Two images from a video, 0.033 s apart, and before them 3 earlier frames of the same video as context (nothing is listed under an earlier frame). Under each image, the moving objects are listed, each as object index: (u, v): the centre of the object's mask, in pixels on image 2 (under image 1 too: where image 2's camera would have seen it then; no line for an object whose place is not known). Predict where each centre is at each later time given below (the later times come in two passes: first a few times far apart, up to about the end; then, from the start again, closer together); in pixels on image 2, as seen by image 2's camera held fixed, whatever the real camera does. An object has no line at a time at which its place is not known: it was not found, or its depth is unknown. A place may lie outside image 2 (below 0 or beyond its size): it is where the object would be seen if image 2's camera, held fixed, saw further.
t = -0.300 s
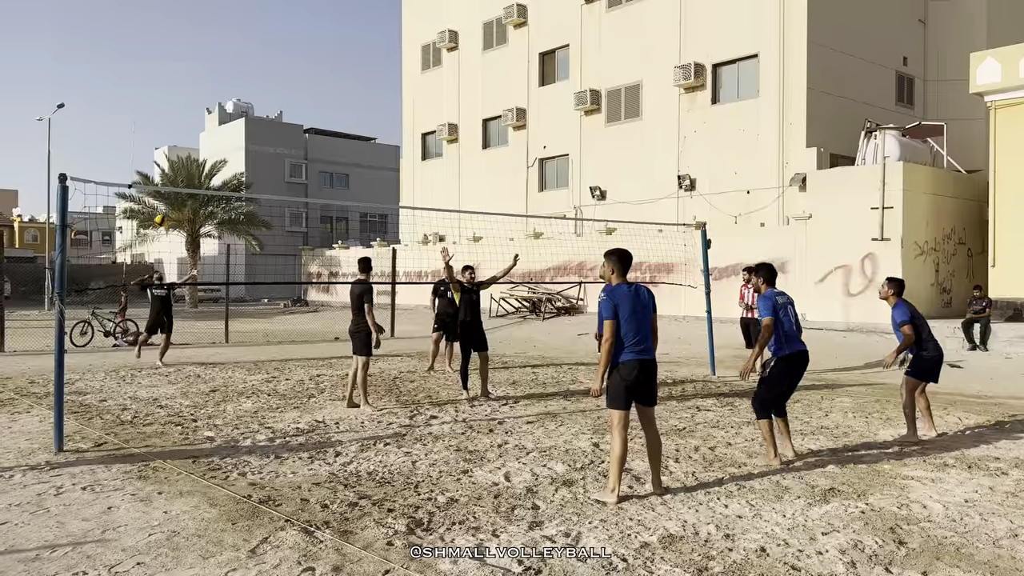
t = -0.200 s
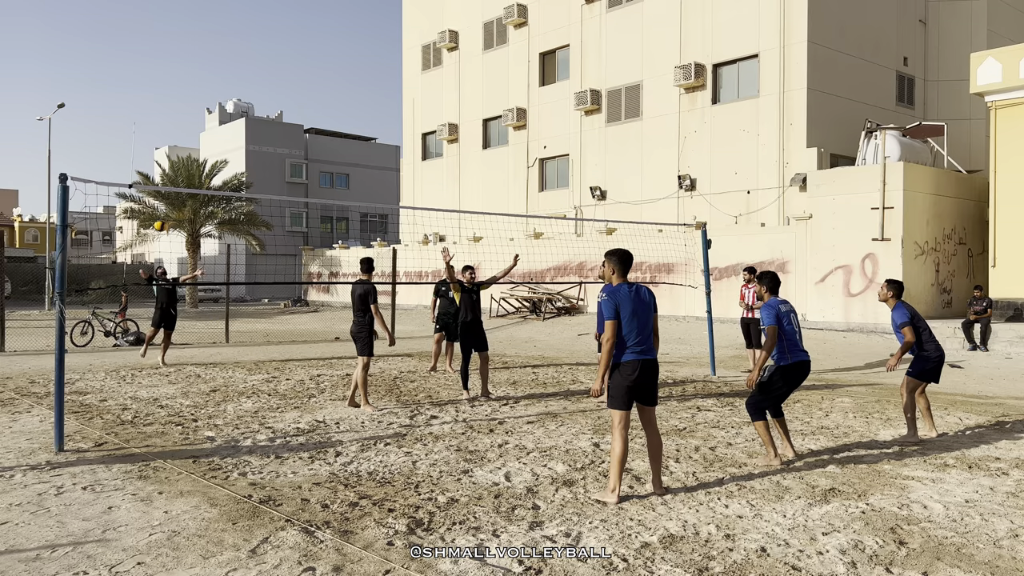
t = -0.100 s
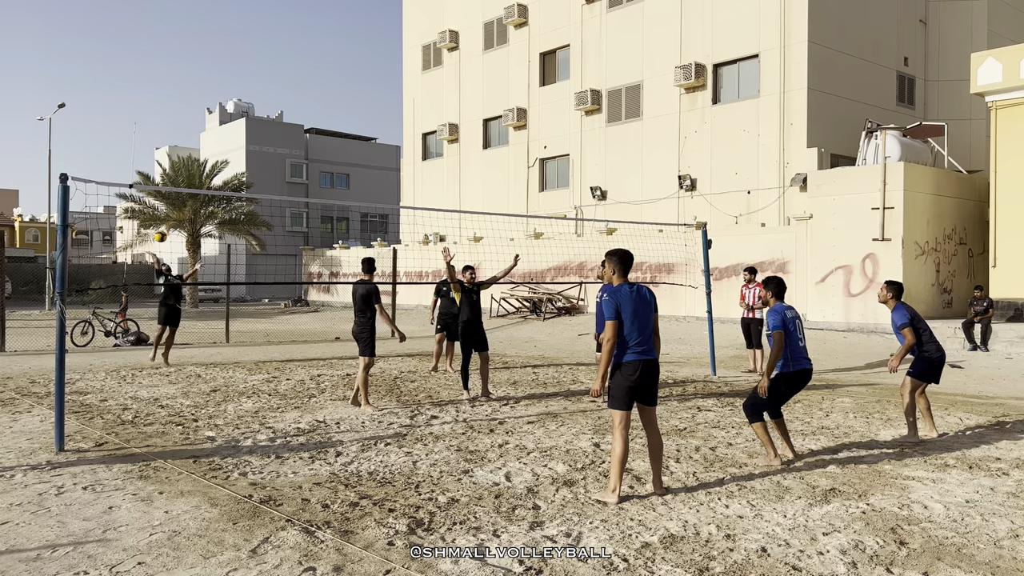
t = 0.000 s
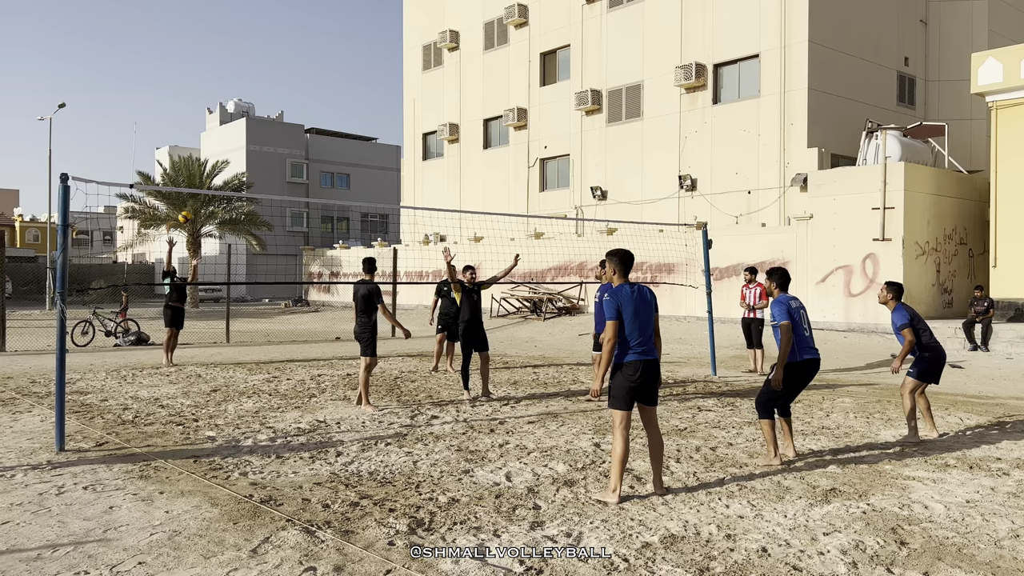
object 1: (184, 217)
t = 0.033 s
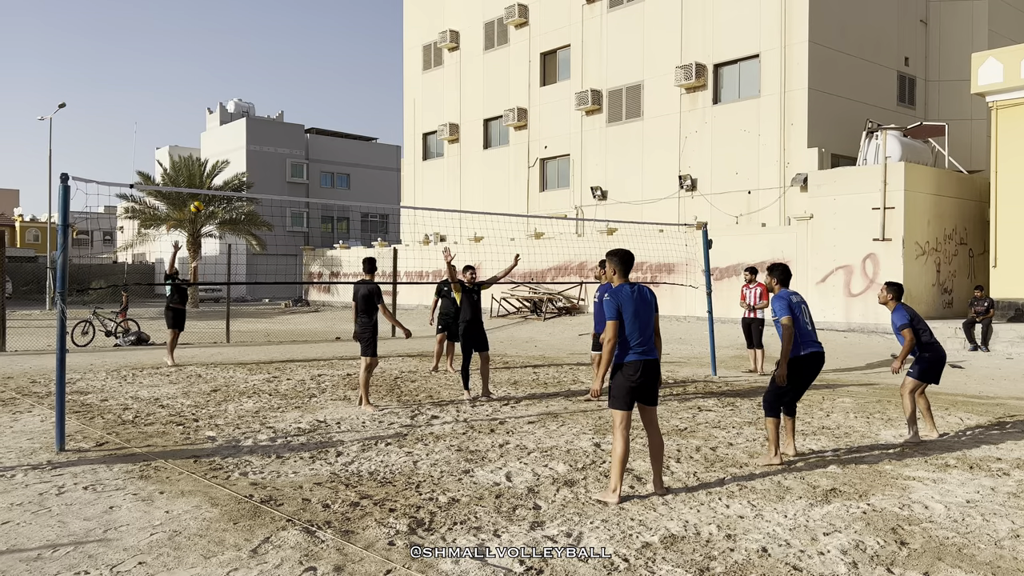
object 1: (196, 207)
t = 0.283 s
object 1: (295, 144)
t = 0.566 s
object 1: (434, 112)
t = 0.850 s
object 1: (607, 134)
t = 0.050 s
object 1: (203, 202)
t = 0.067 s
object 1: (208, 198)
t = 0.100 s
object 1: (220, 188)
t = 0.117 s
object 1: (228, 183)
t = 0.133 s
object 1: (235, 178)
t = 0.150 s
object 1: (241, 174)
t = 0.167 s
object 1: (247, 170)
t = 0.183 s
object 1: (254, 166)
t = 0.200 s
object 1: (260, 162)
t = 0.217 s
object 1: (267, 158)
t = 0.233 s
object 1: (274, 154)
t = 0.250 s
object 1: (282, 150)
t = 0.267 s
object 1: (288, 147)
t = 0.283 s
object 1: (295, 144)
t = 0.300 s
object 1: (303, 140)
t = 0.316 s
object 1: (310, 138)
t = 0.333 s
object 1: (318, 135)
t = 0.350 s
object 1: (326, 132)
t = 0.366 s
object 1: (333, 130)
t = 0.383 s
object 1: (341, 127)
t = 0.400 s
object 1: (349, 125)
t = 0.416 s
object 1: (357, 123)
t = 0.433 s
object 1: (365, 121)
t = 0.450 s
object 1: (373, 119)
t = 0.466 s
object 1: (382, 118)
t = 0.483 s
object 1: (390, 116)
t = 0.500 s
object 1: (399, 115)
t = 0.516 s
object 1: (408, 114)
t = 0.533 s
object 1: (416, 113)
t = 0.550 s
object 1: (425, 113)
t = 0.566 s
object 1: (434, 112)
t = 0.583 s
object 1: (443, 112)
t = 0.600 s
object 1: (452, 112)
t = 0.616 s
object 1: (462, 112)
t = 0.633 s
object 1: (471, 112)
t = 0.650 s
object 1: (481, 113)
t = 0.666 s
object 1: (490, 113)
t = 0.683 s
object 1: (500, 114)
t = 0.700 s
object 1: (510, 115)
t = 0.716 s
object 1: (520, 116)
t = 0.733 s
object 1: (531, 117)
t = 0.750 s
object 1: (541, 119)
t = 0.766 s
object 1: (552, 121)
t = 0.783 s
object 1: (562, 123)
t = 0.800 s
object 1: (573, 126)
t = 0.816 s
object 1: (584, 129)
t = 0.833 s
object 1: (595, 131)
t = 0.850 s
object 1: (607, 134)
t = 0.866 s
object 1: (619, 137)
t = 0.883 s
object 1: (630, 141)
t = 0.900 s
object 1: (642, 145)
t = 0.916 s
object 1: (654, 149)
